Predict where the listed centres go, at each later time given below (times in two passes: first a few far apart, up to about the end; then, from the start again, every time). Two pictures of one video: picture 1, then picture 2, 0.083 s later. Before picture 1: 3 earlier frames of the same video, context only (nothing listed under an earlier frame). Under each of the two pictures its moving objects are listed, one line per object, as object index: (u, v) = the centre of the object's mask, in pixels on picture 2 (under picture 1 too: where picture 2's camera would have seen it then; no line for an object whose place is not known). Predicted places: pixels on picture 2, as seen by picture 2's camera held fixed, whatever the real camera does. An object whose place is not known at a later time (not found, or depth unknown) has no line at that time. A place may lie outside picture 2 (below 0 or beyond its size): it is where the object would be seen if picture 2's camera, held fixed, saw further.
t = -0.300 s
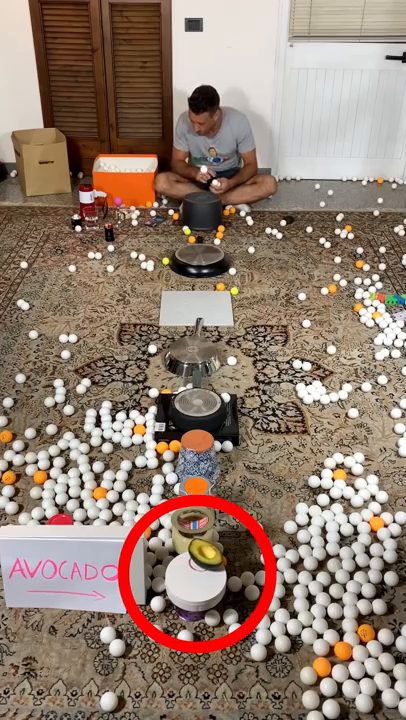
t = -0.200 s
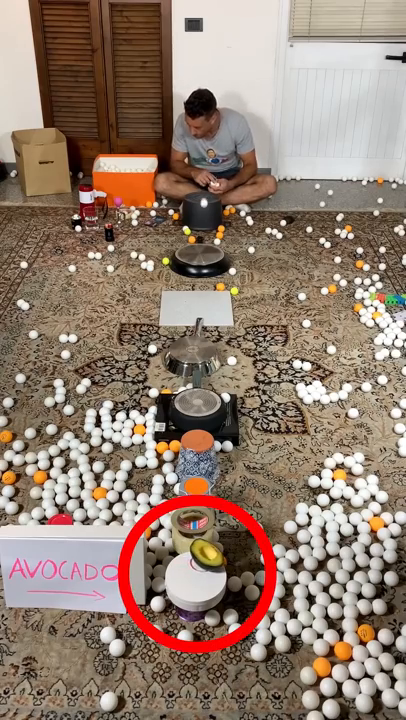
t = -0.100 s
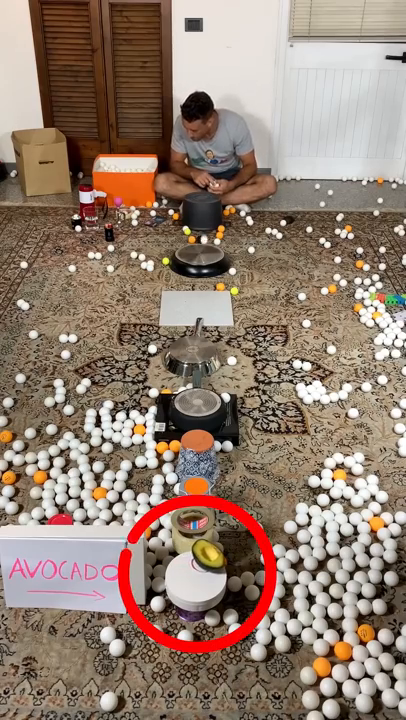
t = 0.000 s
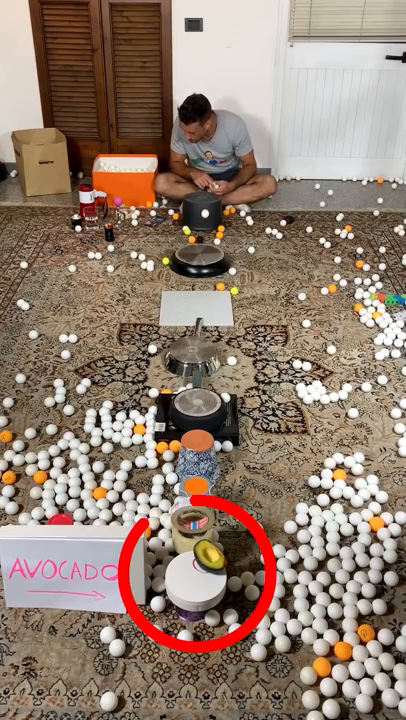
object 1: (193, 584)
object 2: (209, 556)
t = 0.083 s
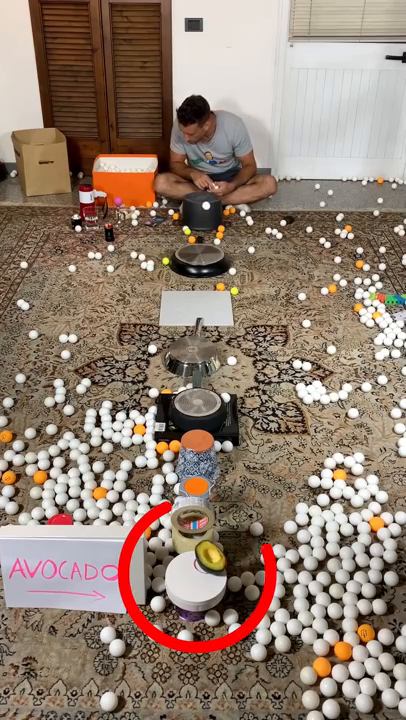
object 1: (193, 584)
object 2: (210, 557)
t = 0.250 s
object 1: (193, 584)
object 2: (212, 559)
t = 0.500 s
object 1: (193, 583)
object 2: (216, 562)
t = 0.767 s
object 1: (202, 579)
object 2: (234, 584)
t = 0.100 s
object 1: (193, 584)
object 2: (210, 557)
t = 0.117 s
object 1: (193, 584)
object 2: (210, 557)
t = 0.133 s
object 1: (193, 584)
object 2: (210, 558)
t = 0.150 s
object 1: (193, 584)
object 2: (210, 557)
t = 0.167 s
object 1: (193, 584)
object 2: (211, 557)
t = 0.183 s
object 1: (193, 584)
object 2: (211, 558)
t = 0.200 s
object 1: (193, 584)
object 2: (212, 558)
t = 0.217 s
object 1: (193, 584)
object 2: (212, 558)
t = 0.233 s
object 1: (193, 584)
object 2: (212, 558)
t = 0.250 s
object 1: (193, 584)
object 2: (212, 559)
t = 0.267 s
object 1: (193, 583)
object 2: (213, 559)
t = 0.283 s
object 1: (193, 584)
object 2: (213, 559)
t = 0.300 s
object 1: (193, 584)
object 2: (213, 559)
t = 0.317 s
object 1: (193, 584)
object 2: (213, 560)
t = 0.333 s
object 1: (193, 584)
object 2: (213, 560)
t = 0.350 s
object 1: (193, 584)
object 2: (213, 560)
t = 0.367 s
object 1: (193, 584)
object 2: (213, 561)
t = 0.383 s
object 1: (193, 584)
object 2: (214, 561)
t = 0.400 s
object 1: (193, 583)
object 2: (214, 561)
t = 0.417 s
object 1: (193, 583)
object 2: (214, 561)
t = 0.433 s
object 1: (193, 583)
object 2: (214, 561)
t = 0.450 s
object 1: (193, 583)
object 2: (215, 562)
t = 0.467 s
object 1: (193, 583)
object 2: (215, 562)
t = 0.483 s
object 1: (193, 583)
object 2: (215, 562)
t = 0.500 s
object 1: (193, 583)
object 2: (216, 562)
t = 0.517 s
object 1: (193, 583)
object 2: (216, 563)
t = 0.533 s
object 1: (193, 583)
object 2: (216, 563)
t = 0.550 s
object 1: (193, 583)
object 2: (217, 563)
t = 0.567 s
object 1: (193, 583)
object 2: (217, 564)
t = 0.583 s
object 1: (193, 582)
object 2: (218, 565)
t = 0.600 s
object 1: (193, 582)
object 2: (219, 566)
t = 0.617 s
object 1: (193, 582)
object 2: (220, 566)
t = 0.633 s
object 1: (194, 582)
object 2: (221, 567)
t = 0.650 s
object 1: (194, 582)
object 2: (222, 569)
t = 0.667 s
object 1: (195, 581)
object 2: (223, 570)
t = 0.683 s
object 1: (196, 581)
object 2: (224, 572)
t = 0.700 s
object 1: (196, 580)
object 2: (226, 574)
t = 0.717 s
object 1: (198, 580)
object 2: (228, 576)
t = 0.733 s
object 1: (199, 579)
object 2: (230, 578)
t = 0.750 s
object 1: (200, 579)
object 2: (231, 581)
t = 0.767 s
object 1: (202, 579)
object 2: (234, 584)
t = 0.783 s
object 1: (203, 580)
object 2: (236, 587)
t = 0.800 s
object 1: (205, 580)
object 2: (238, 591)
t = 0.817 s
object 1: (207, 581)
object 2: (239, 596)
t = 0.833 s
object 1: (209, 582)
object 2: (241, 602)
